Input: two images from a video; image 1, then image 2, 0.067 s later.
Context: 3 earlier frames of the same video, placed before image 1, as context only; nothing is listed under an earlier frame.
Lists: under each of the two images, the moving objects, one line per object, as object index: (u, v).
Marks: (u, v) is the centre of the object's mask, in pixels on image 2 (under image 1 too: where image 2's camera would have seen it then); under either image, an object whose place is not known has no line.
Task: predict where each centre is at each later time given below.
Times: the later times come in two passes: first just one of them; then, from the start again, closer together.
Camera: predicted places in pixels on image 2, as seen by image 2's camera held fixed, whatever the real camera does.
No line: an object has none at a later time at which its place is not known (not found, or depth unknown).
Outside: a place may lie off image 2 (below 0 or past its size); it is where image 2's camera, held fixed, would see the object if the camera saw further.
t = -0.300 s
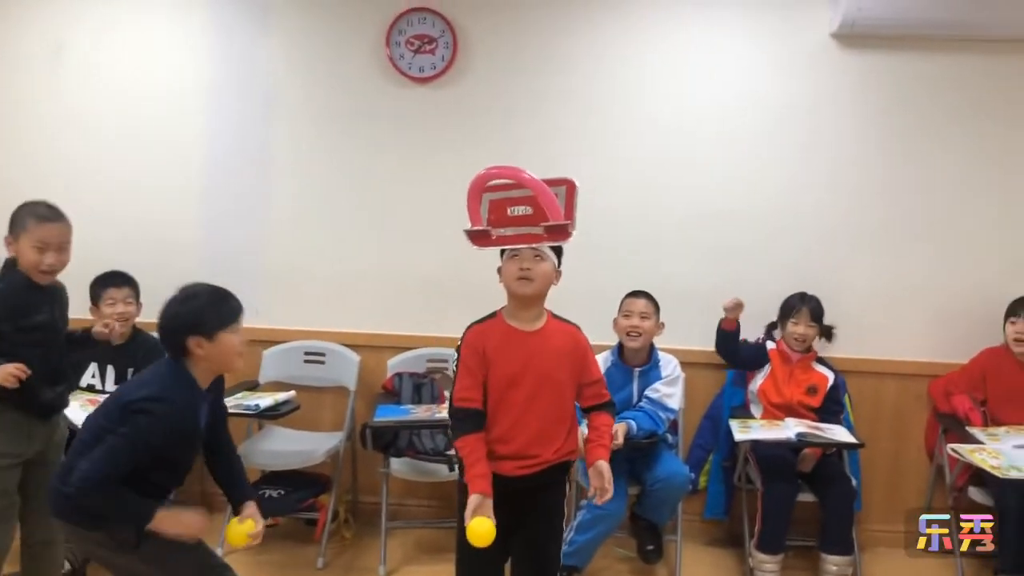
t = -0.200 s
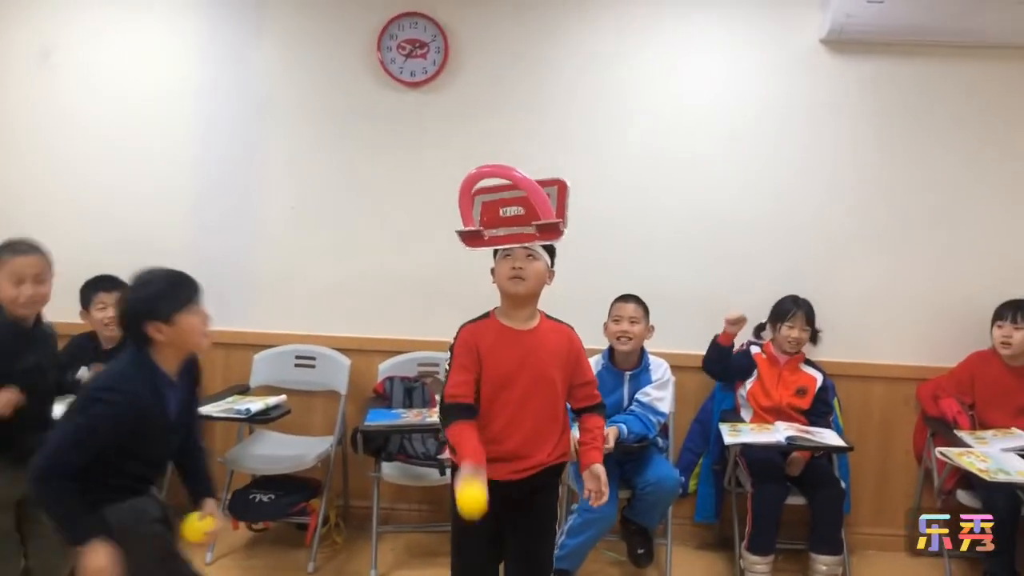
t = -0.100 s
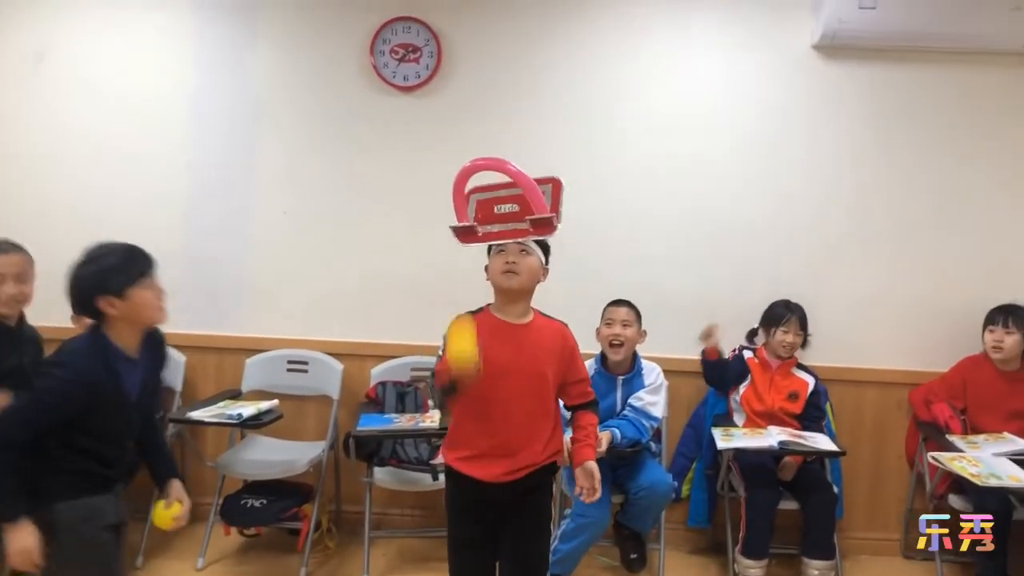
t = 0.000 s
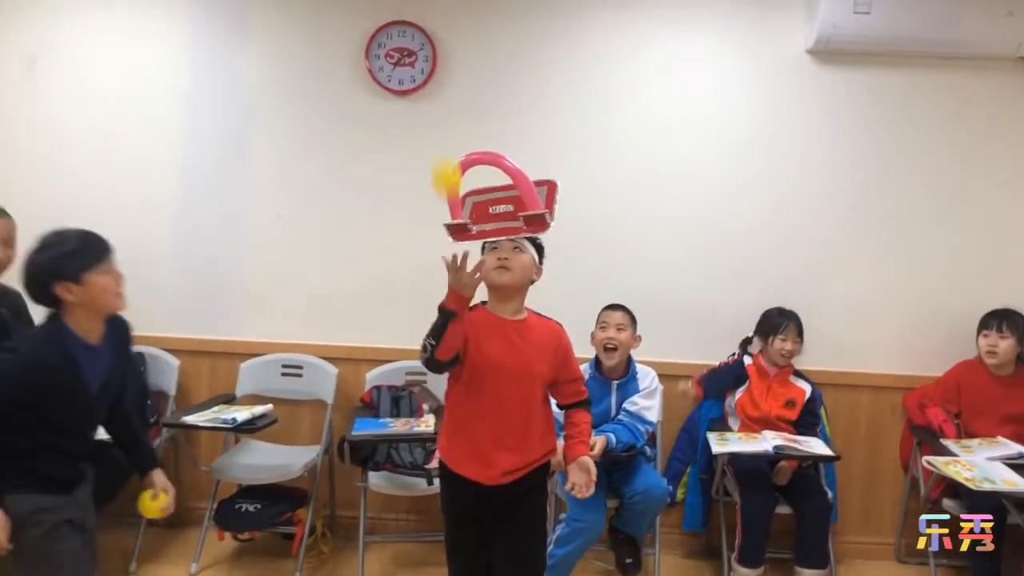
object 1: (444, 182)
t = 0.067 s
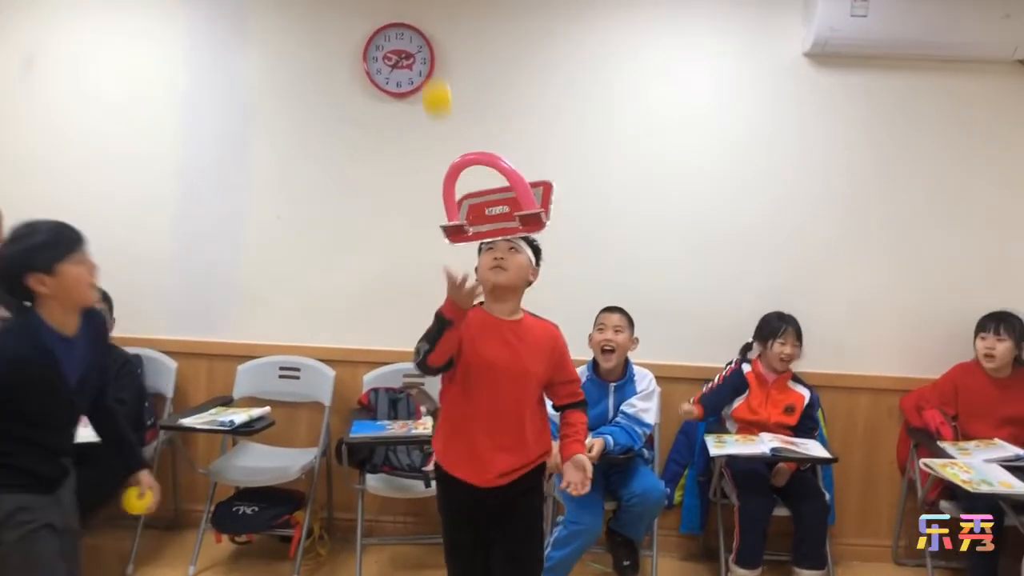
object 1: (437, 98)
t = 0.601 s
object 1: (371, 106)
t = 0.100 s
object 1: (432, 65)
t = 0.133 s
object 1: (428, 39)
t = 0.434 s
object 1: (390, 3)
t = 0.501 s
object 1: (382, 31)
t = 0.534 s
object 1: (377, 53)
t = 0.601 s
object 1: (371, 106)
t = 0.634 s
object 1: (367, 136)
